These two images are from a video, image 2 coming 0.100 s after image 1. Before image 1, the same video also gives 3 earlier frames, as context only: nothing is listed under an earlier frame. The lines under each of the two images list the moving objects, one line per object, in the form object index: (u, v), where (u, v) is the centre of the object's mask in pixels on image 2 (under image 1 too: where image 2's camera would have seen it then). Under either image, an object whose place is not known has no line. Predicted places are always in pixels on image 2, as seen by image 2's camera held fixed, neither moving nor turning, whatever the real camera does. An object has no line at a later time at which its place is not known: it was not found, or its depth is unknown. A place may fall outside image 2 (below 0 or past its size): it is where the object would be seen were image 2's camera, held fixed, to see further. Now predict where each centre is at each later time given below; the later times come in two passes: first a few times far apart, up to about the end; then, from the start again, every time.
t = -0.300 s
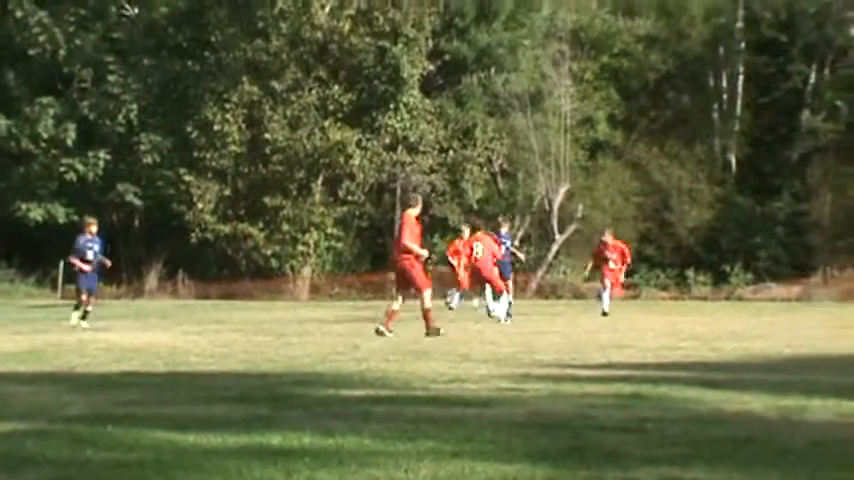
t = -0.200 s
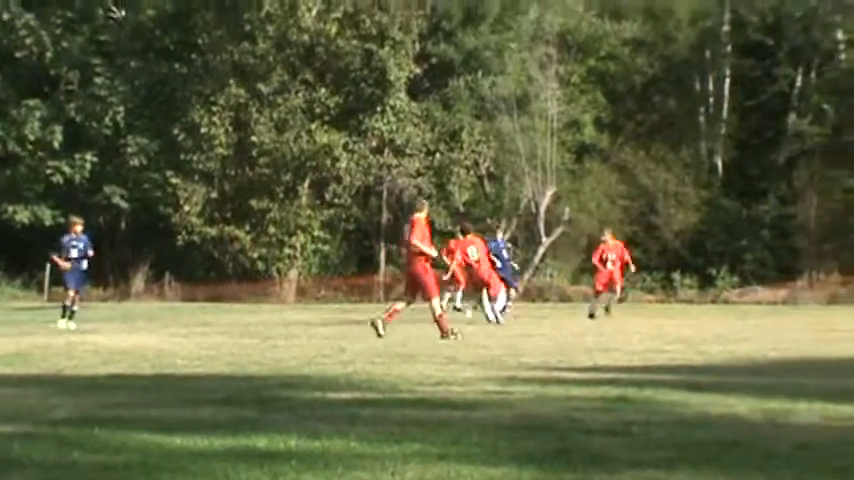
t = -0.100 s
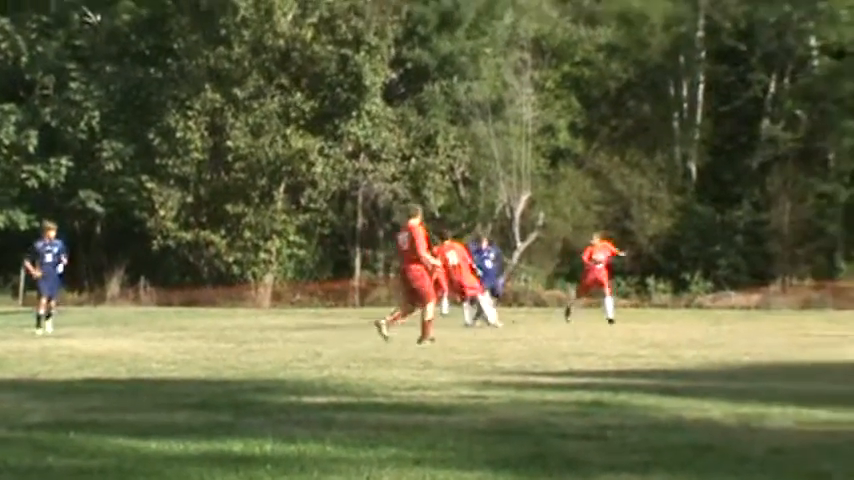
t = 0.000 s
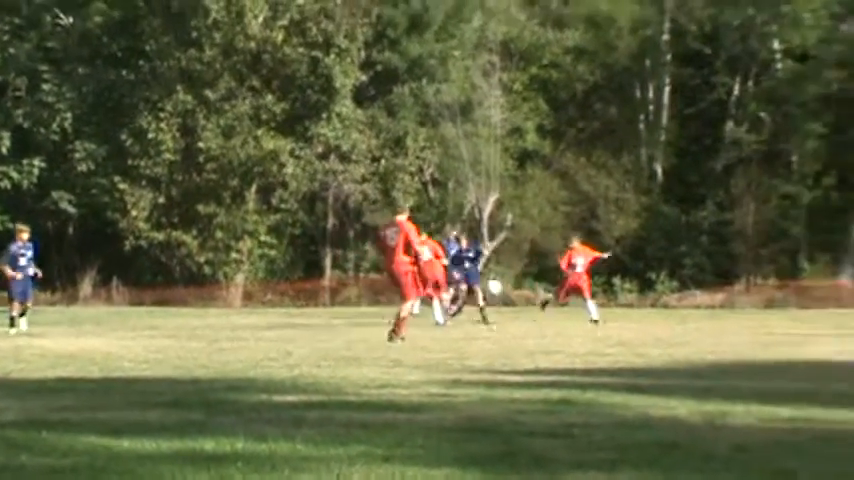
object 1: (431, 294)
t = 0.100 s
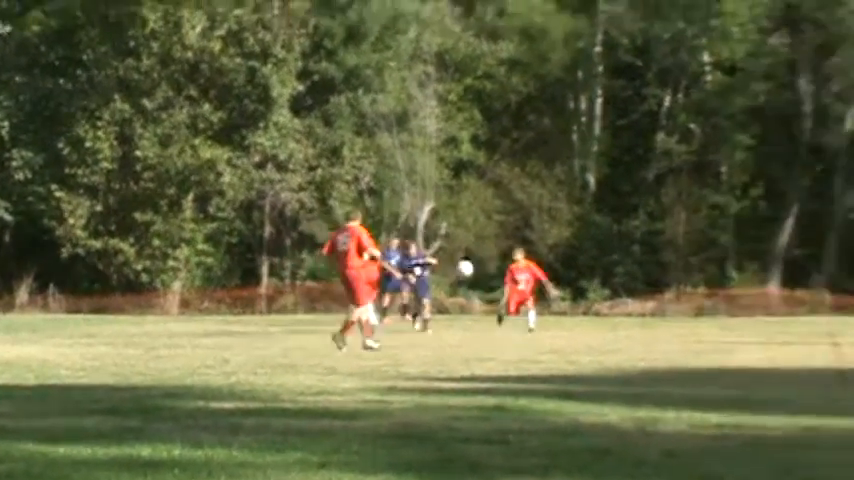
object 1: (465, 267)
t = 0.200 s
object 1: (498, 248)
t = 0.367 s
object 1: (553, 230)
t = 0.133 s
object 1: (476, 261)
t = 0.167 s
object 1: (487, 254)
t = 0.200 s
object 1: (498, 248)
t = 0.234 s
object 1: (509, 243)
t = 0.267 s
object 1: (522, 239)
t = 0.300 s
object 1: (534, 234)
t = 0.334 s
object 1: (542, 231)
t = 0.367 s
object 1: (553, 230)
